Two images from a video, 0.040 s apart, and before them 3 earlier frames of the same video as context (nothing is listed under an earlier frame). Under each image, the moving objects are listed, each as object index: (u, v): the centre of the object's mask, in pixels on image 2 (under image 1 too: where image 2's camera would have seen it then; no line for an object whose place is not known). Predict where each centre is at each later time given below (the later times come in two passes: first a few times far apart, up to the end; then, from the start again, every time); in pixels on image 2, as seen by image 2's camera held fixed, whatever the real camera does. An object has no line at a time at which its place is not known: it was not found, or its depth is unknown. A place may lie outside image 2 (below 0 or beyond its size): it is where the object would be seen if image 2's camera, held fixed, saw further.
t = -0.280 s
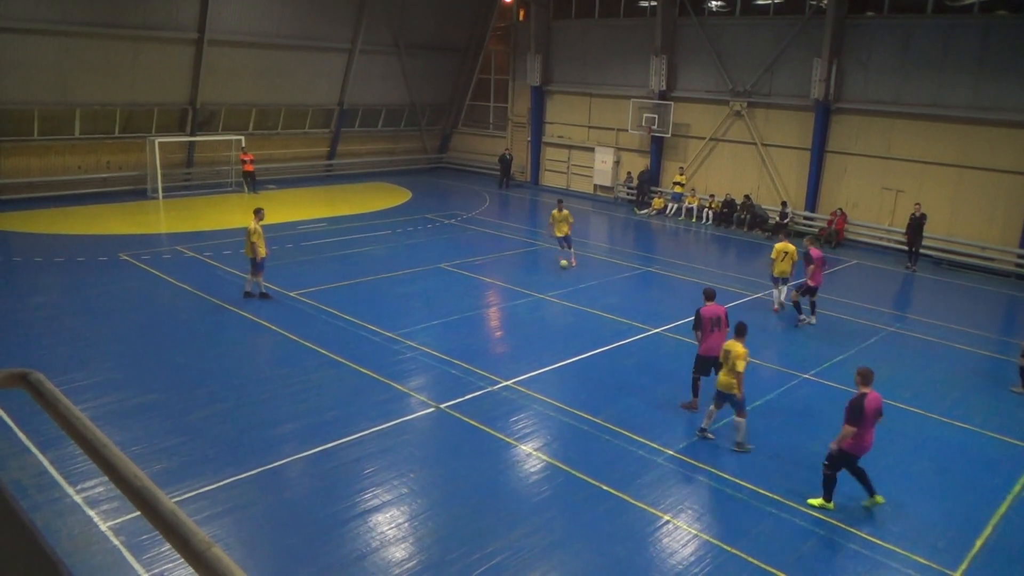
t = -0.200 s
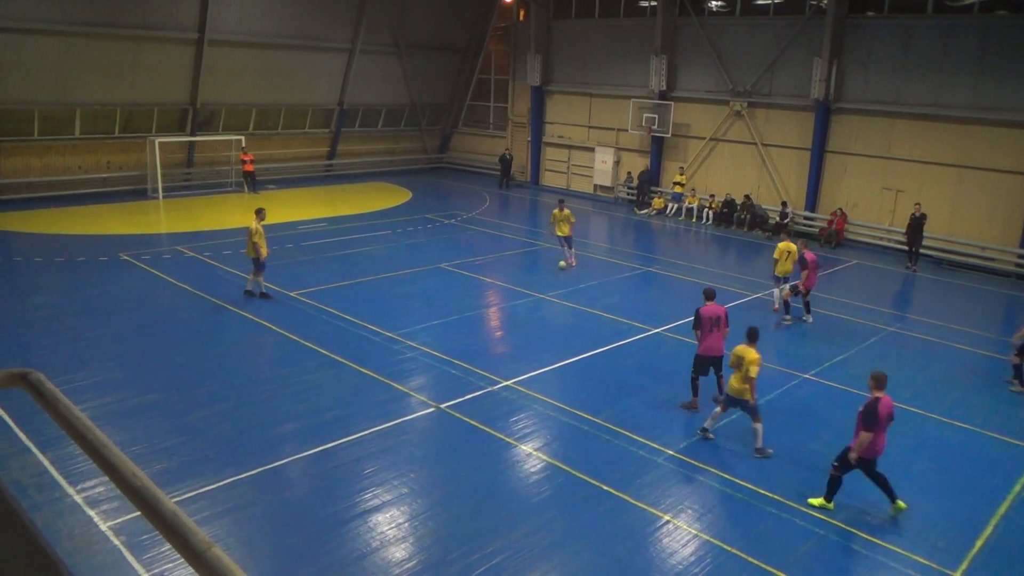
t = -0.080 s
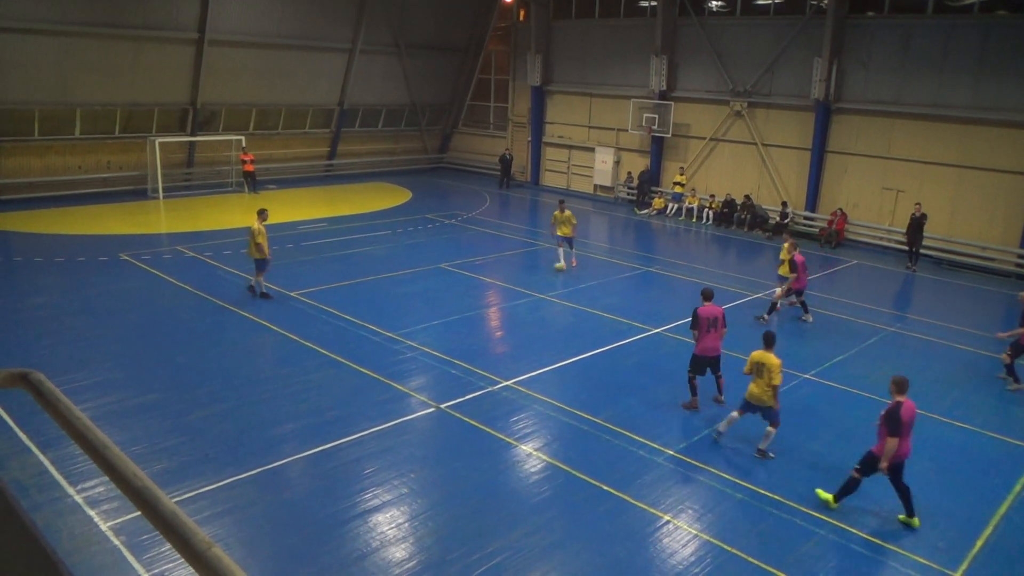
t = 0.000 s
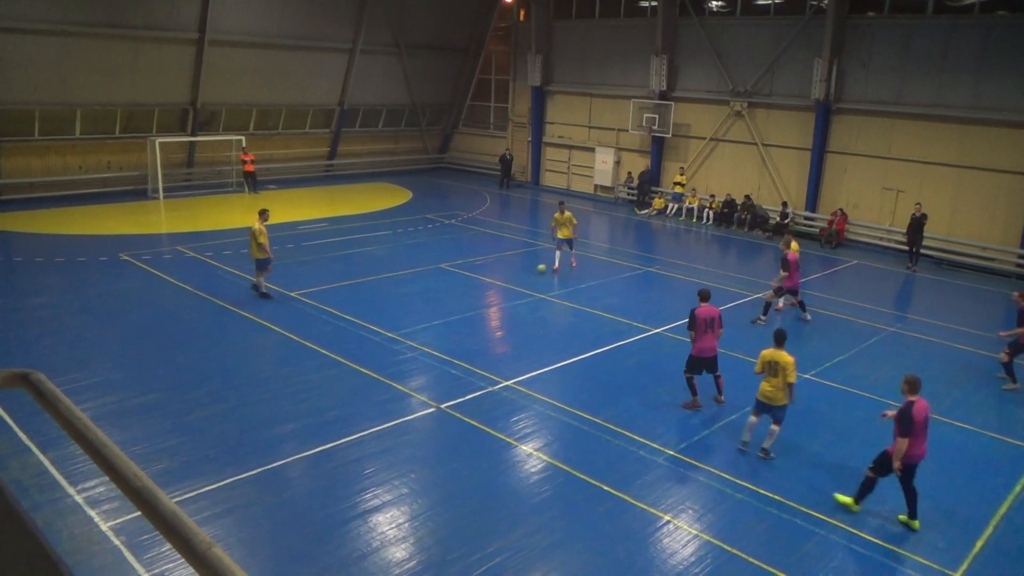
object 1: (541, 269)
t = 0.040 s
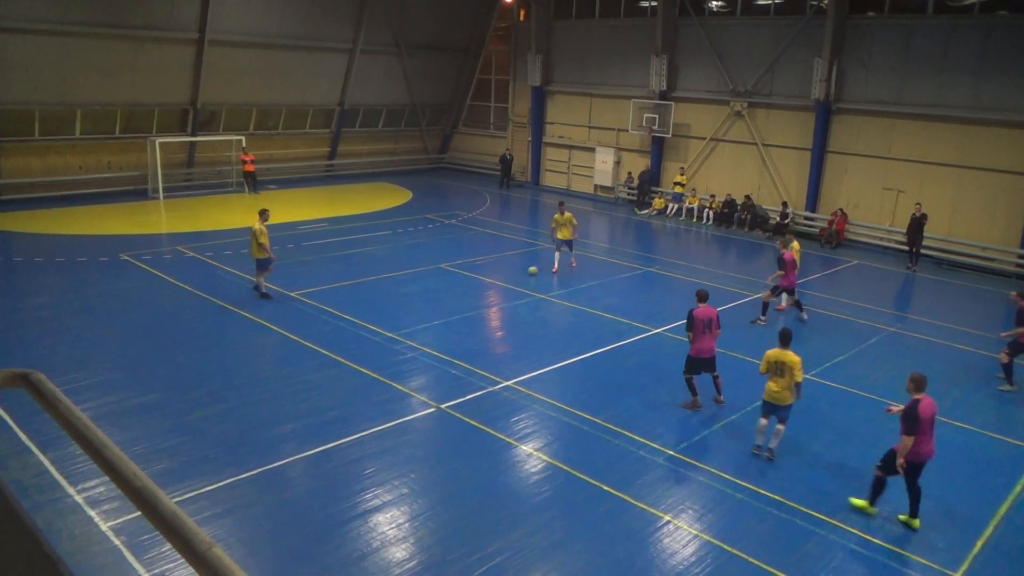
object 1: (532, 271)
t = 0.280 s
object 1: (482, 279)
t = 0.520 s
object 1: (438, 287)
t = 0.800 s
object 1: (391, 295)
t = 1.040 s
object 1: (348, 303)
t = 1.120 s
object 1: (333, 306)
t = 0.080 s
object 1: (524, 273)
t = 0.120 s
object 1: (515, 274)
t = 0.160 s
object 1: (507, 275)
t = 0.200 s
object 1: (498, 277)
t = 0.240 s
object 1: (490, 278)
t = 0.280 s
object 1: (482, 279)
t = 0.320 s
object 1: (474, 280)
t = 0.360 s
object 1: (467, 282)
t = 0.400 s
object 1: (460, 283)
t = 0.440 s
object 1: (453, 284)
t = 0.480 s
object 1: (446, 285)
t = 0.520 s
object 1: (438, 287)
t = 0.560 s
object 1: (432, 288)
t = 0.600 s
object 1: (425, 289)
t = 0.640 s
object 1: (419, 290)
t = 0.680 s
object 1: (412, 292)
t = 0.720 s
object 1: (405, 293)
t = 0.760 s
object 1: (398, 294)
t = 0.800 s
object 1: (391, 295)
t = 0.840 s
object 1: (385, 296)
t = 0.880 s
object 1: (377, 298)
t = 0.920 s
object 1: (370, 299)
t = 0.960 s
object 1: (363, 301)
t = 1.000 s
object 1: (355, 302)
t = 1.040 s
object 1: (348, 303)
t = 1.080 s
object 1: (341, 305)
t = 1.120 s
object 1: (333, 306)
